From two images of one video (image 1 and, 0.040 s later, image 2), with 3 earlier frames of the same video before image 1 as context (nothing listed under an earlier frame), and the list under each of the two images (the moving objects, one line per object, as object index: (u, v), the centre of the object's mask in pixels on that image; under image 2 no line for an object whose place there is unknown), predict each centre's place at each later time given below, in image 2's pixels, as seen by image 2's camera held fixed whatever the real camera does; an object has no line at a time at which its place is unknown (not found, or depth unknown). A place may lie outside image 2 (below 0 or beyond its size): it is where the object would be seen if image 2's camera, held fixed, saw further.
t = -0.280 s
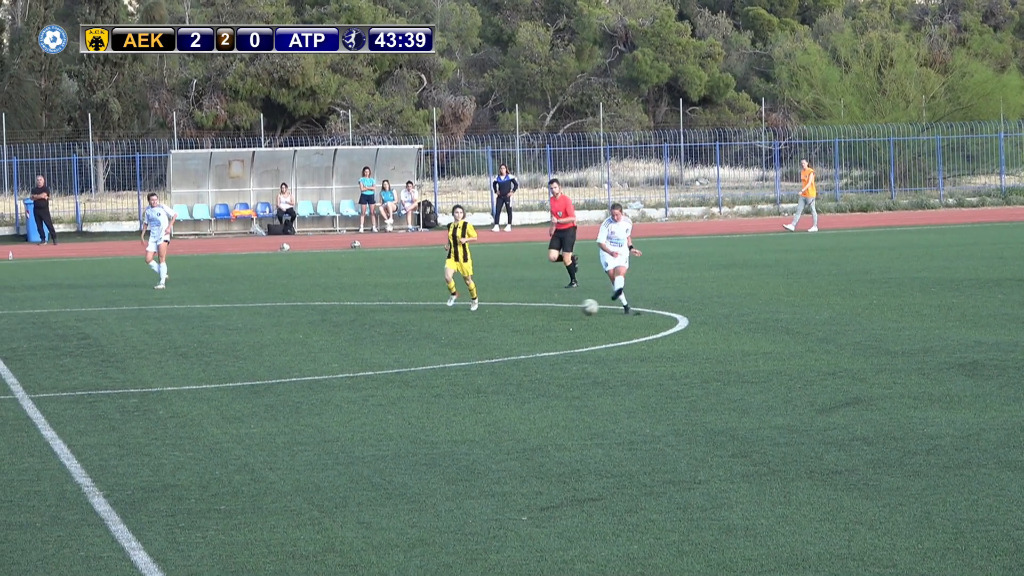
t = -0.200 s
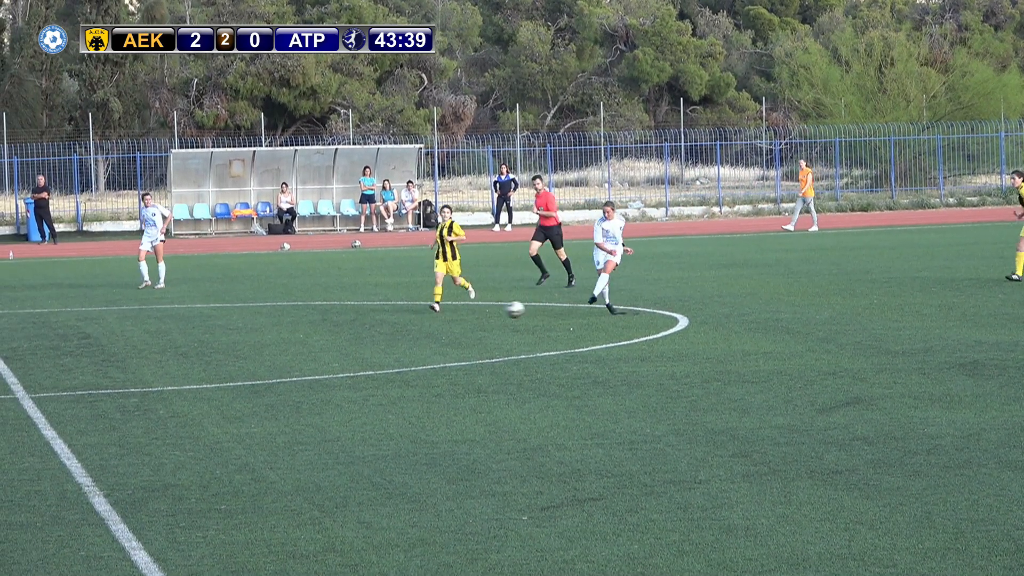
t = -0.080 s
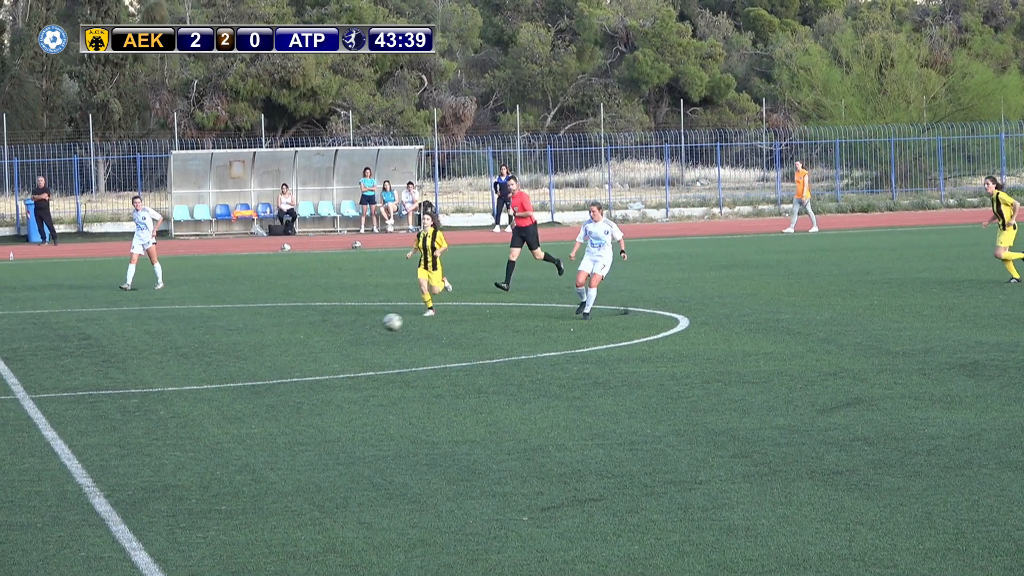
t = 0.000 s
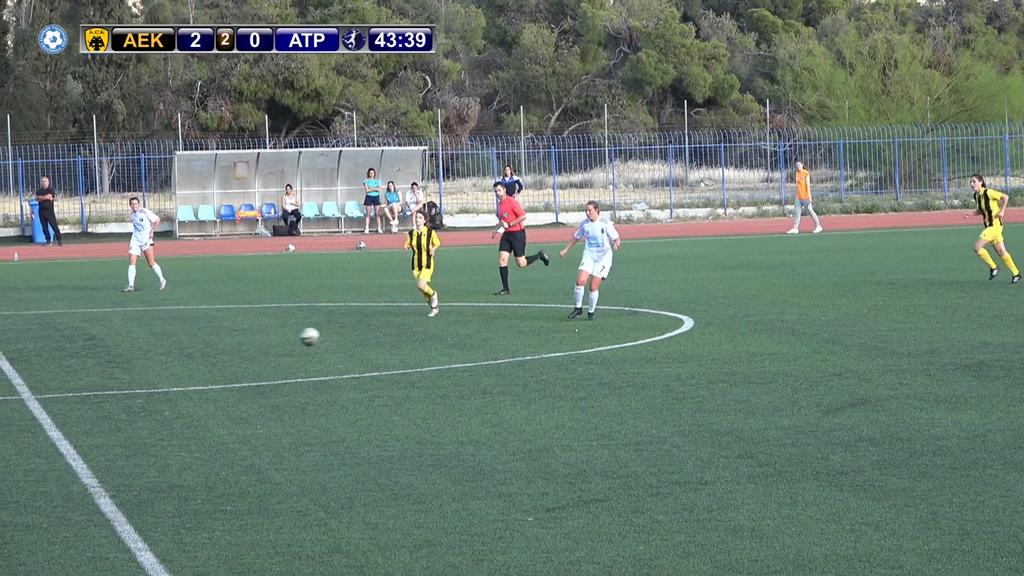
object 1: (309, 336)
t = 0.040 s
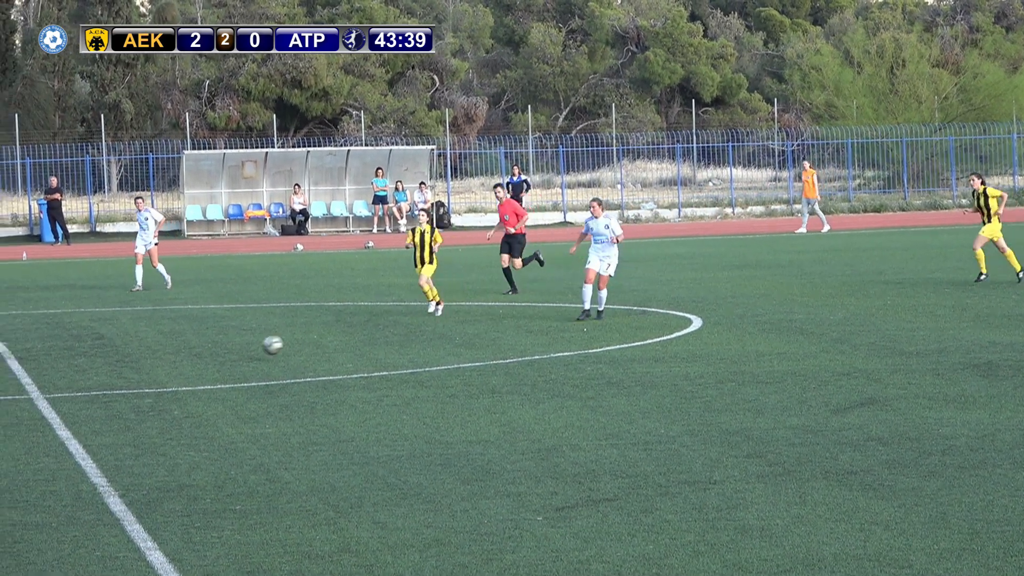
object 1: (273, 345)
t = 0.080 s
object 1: (227, 357)
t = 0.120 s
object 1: (183, 361)
